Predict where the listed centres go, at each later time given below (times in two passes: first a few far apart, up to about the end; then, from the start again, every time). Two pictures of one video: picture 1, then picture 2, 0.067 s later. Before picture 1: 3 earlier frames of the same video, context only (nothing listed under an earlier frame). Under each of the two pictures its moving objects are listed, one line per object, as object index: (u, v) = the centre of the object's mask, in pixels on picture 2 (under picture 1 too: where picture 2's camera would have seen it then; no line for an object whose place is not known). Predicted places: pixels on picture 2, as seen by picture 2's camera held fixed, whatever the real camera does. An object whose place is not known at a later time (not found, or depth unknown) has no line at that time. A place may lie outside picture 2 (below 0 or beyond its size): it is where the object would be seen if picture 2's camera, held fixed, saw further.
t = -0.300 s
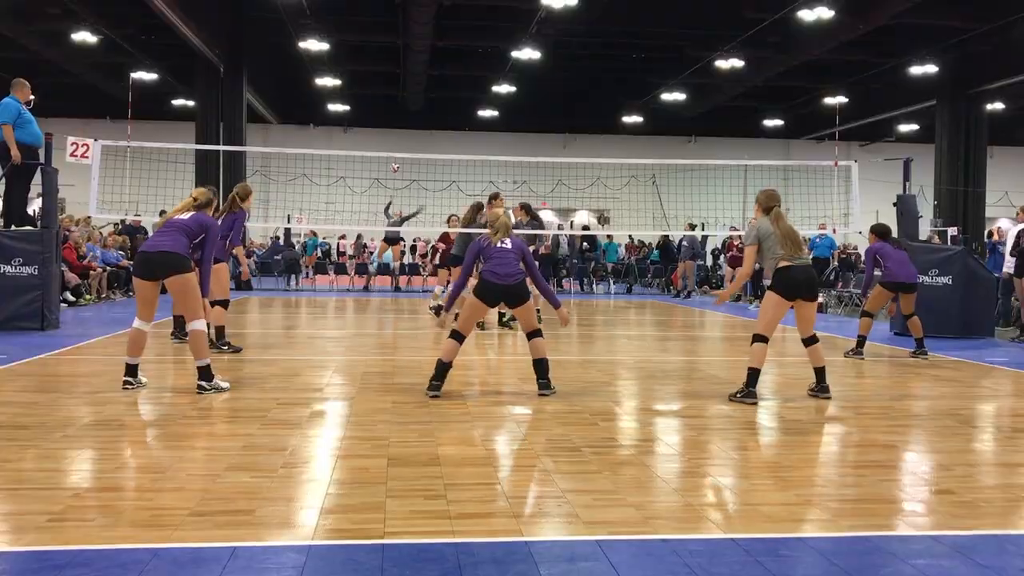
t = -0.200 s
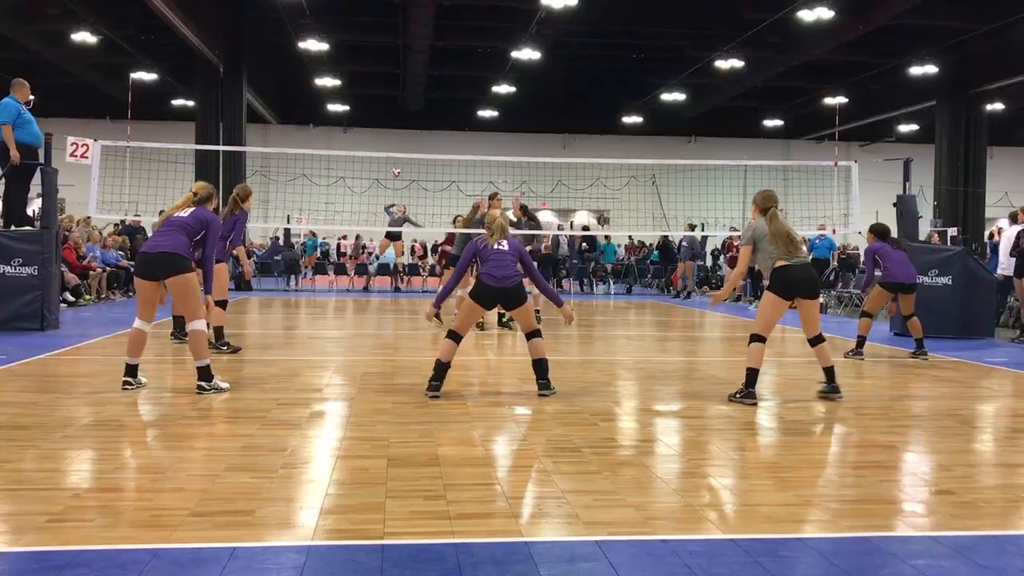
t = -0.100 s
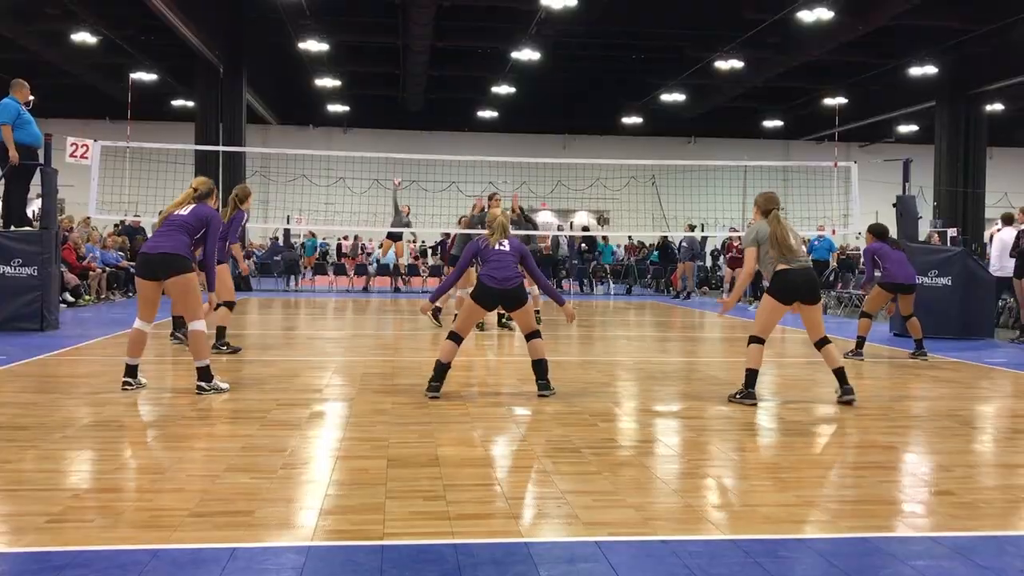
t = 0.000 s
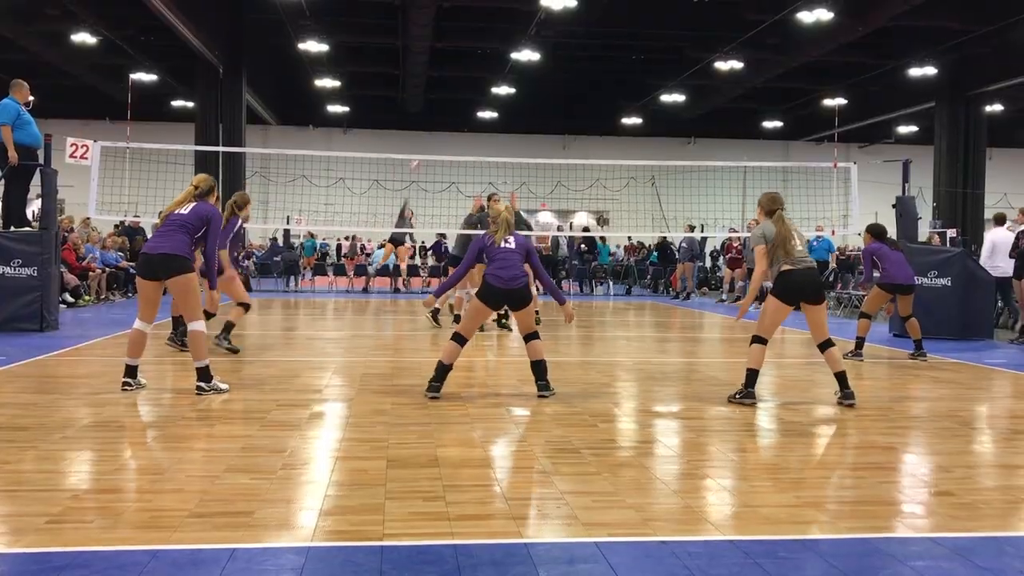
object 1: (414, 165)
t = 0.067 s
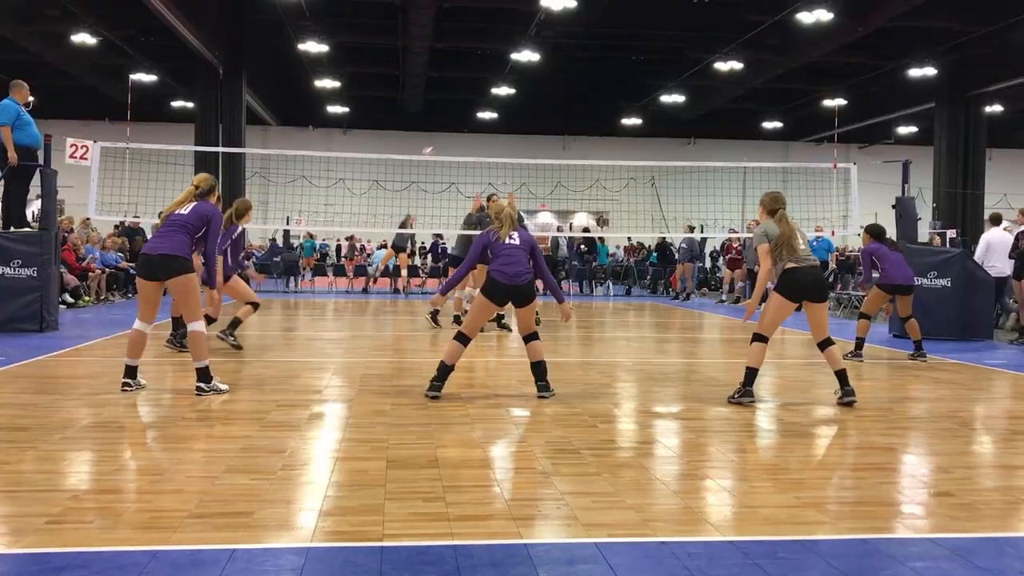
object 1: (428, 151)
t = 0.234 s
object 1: (467, 123)
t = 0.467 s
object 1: (535, 101)
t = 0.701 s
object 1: (628, 113)
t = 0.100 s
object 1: (435, 145)
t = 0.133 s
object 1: (442, 140)
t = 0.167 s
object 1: (451, 133)
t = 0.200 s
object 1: (459, 128)
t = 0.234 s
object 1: (467, 123)
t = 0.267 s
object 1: (474, 119)
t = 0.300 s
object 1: (485, 114)
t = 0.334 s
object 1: (495, 109)
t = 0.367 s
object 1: (504, 107)
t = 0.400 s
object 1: (514, 104)
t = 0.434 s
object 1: (525, 102)
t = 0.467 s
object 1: (535, 101)
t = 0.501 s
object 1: (547, 100)
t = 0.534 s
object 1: (559, 100)
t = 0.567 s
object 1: (571, 100)
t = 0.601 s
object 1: (585, 102)
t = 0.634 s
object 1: (599, 105)
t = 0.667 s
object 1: (613, 109)
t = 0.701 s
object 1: (628, 113)
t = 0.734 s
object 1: (646, 121)
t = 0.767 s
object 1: (662, 129)
